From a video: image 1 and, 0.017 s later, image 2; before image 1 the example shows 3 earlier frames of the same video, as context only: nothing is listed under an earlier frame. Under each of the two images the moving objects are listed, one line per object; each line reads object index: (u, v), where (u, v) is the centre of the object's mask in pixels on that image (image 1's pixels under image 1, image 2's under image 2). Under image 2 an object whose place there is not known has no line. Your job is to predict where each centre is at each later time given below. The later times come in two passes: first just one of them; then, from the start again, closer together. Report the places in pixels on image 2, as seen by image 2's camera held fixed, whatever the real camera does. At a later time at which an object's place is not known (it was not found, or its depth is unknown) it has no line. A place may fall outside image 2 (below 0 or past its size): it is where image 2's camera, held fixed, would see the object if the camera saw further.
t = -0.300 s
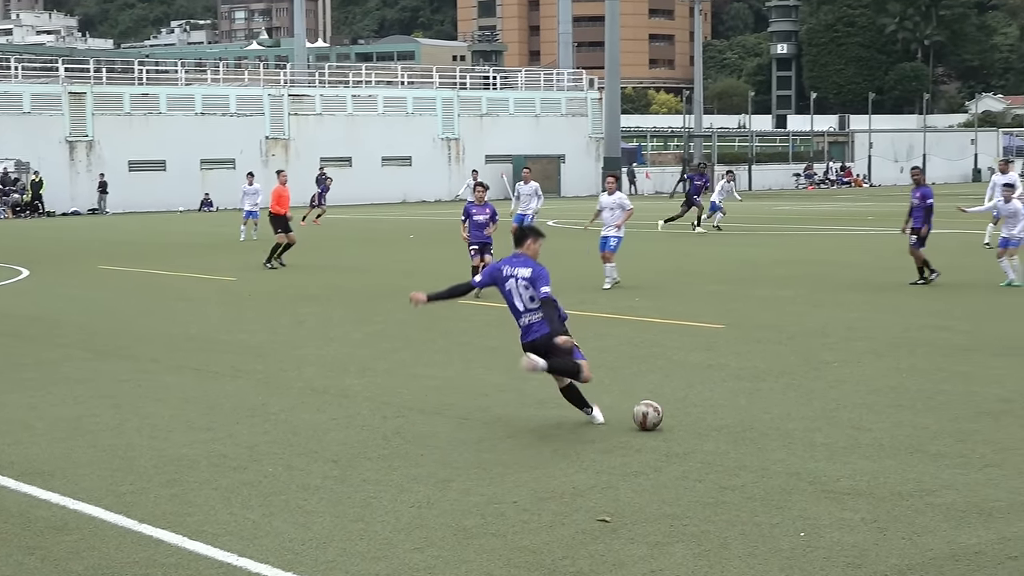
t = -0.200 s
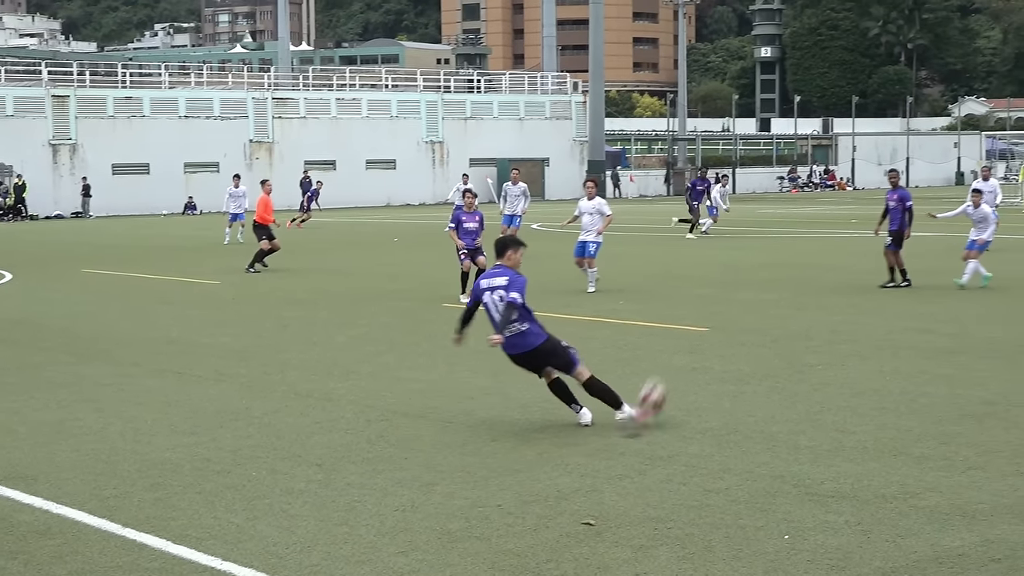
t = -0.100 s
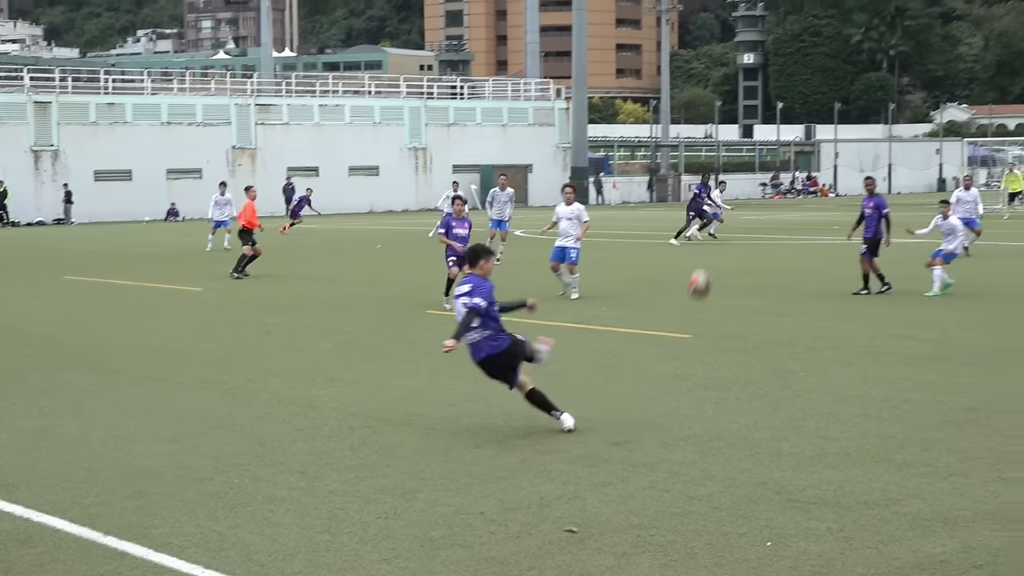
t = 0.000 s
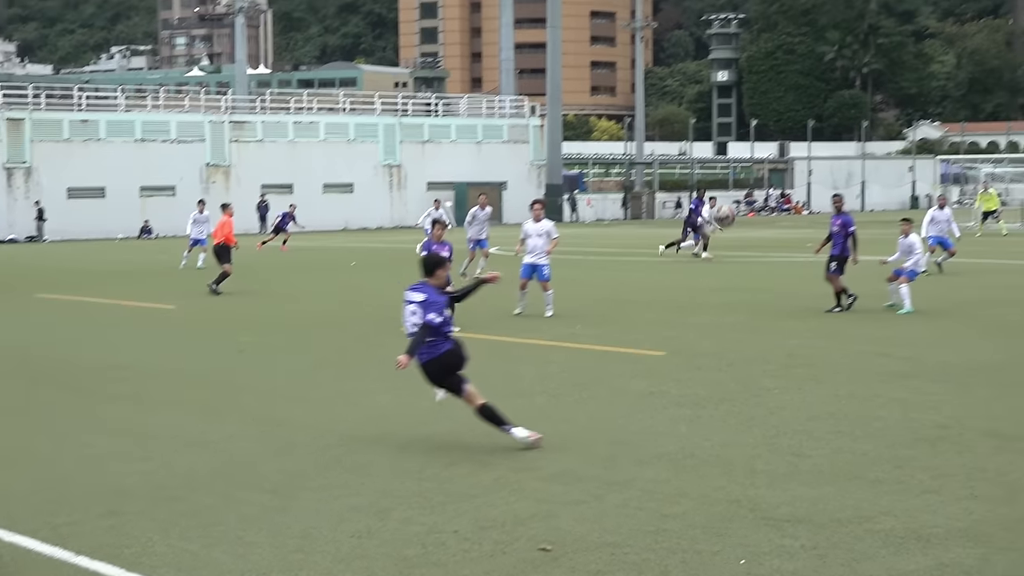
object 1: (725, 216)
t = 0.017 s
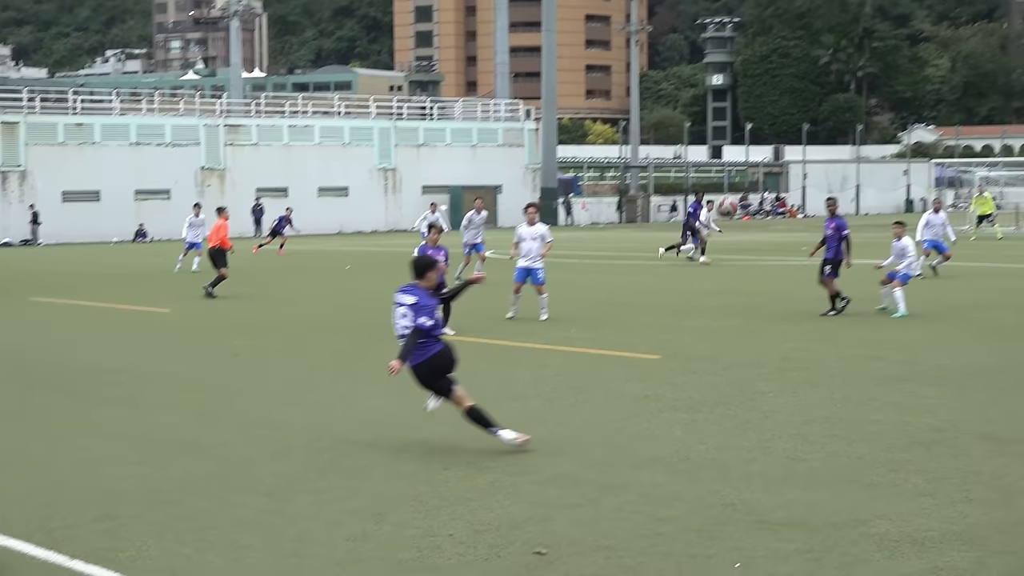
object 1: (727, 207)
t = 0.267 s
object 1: (819, 84)
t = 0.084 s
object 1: (755, 165)
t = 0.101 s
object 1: (762, 155)
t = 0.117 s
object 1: (768, 146)
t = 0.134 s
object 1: (774, 138)
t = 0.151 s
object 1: (780, 131)
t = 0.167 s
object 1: (786, 122)
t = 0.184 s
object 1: (792, 115)
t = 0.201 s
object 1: (797, 108)
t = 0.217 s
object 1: (803, 102)
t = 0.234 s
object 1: (808, 95)
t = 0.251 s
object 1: (814, 89)
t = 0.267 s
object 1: (819, 84)
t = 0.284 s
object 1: (825, 79)
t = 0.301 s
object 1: (830, 74)
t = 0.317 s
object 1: (835, 69)
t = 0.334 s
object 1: (839, 64)
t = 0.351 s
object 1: (844, 59)
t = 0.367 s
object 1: (849, 55)
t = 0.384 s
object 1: (854, 52)
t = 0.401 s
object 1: (858, 48)
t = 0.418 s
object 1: (863, 45)
